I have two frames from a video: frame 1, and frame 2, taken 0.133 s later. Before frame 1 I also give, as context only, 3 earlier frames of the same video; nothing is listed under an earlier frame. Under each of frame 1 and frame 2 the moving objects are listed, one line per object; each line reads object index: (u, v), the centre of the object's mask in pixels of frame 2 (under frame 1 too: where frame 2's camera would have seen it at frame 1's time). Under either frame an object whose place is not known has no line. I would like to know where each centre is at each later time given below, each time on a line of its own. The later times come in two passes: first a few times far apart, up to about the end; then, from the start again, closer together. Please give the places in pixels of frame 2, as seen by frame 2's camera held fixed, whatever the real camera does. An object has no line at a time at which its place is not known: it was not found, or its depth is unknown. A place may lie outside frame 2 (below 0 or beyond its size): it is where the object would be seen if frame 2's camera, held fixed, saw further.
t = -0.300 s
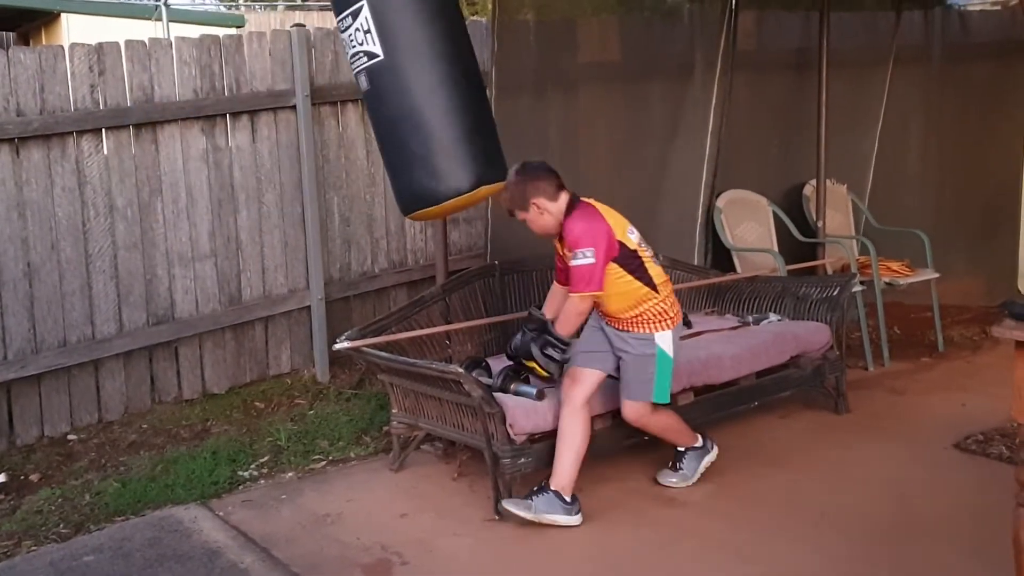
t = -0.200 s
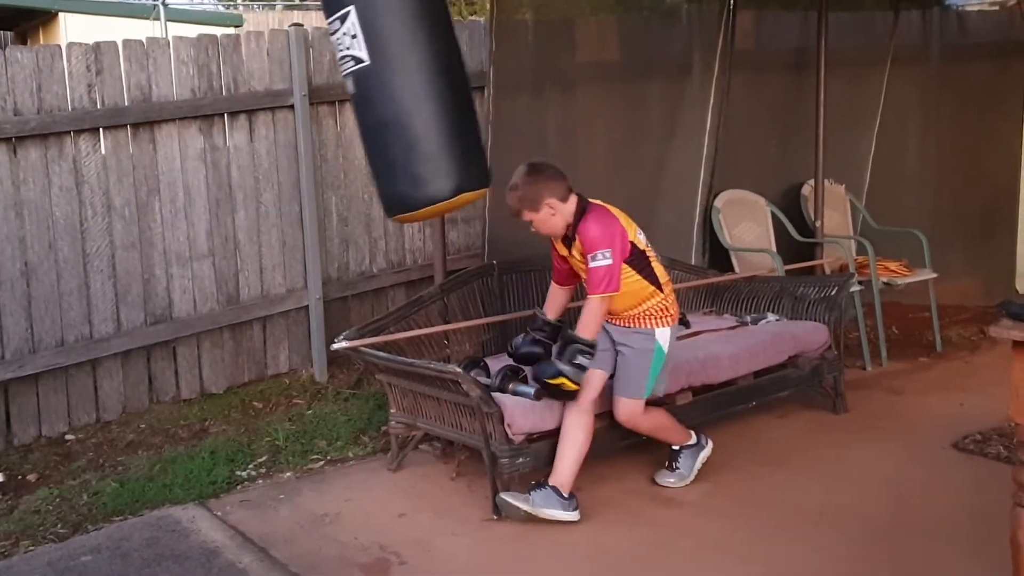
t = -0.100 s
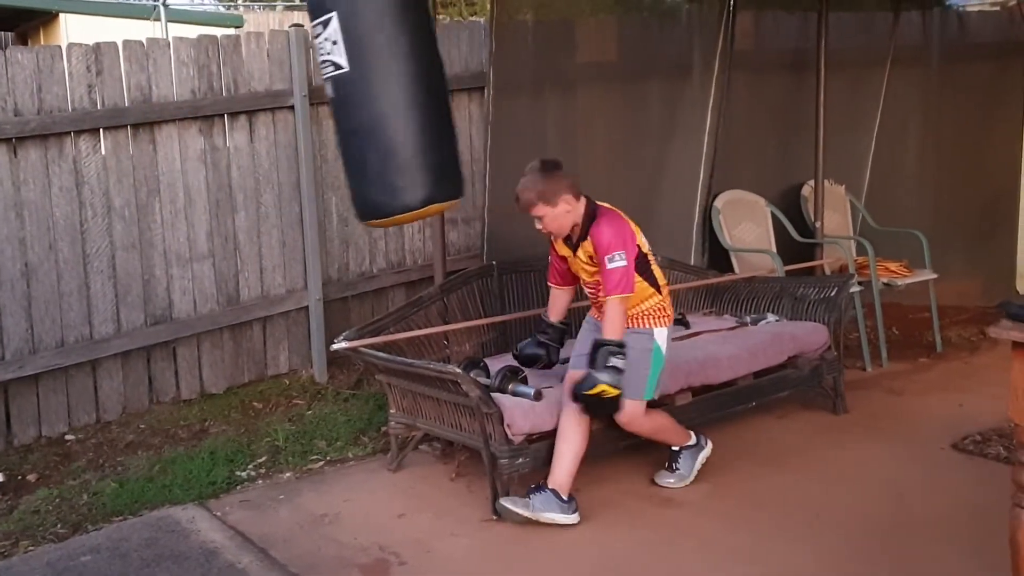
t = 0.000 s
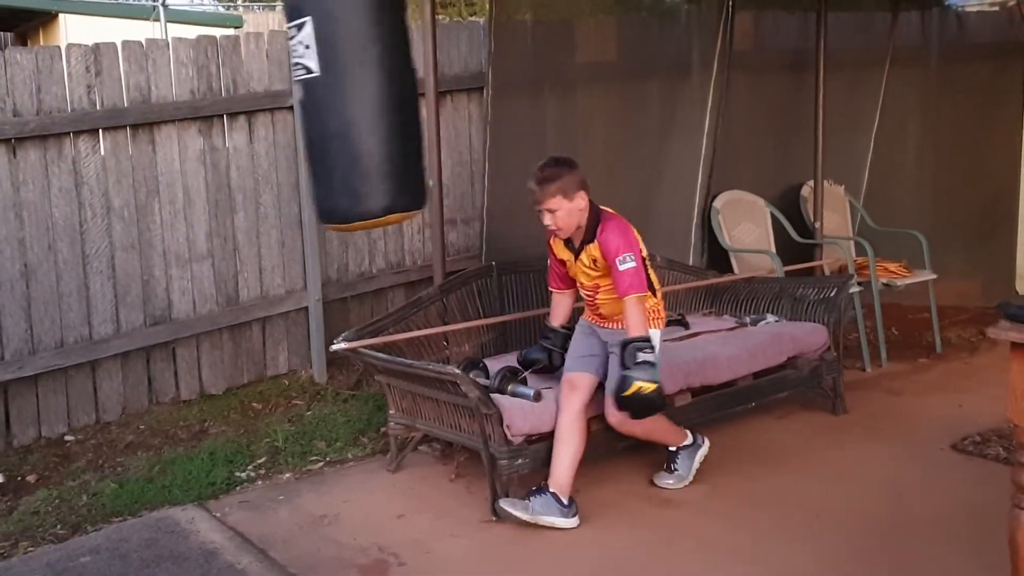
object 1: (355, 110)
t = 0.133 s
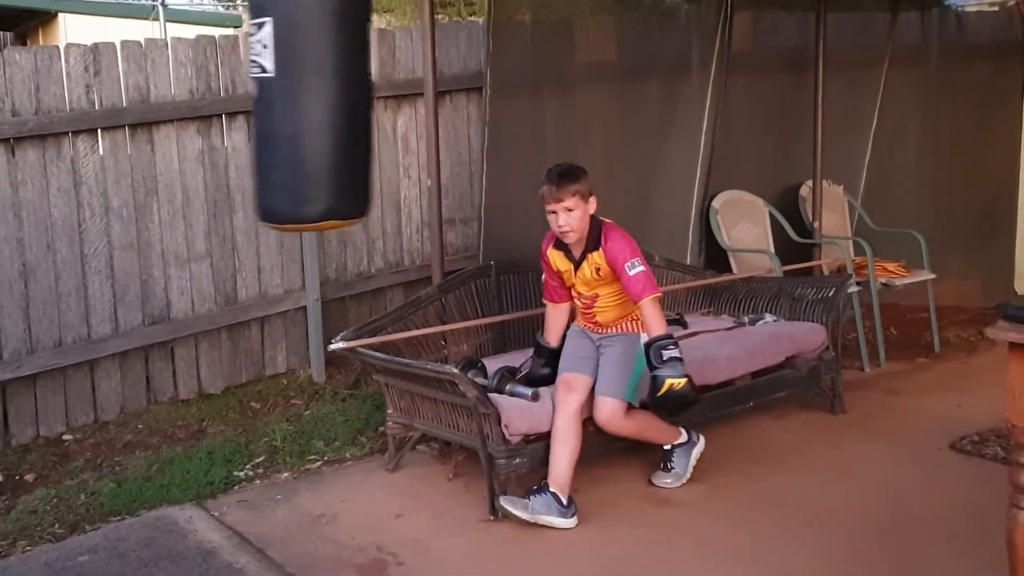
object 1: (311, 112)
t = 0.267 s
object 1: (266, 113)
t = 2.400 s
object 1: (212, 126)
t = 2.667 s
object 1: (203, 126)
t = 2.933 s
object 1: (271, 133)
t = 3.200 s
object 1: (368, 130)
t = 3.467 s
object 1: (421, 122)
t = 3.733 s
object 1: (396, 125)
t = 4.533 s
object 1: (196, 124)
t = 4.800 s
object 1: (250, 131)
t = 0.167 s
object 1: (300, 113)
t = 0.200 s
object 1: (288, 114)
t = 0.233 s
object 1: (276, 115)
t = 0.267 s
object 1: (266, 113)
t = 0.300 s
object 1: (255, 113)
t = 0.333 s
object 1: (246, 113)
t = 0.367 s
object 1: (236, 113)
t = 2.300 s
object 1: (236, 130)
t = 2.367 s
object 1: (219, 128)
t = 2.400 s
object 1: (212, 126)
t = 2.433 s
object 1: (206, 125)
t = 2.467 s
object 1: (202, 125)
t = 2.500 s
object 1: (199, 124)
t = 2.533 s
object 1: (197, 125)
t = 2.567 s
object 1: (196, 125)
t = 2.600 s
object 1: (196, 125)
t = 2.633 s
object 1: (199, 125)
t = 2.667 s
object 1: (203, 126)
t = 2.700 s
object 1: (207, 126)
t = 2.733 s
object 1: (213, 129)
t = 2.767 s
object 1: (220, 130)
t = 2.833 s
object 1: (237, 131)
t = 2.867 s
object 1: (248, 132)
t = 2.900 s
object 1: (259, 132)
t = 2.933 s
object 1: (271, 133)
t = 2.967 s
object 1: (283, 134)
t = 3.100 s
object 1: (334, 132)
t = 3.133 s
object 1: (346, 131)
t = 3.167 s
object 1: (358, 131)
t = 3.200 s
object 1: (368, 130)
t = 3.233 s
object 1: (379, 128)
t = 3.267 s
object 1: (388, 127)
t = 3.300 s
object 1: (397, 126)
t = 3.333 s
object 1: (404, 125)
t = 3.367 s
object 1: (411, 123)
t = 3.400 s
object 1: (415, 123)
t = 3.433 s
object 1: (419, 122)
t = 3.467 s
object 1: (421, 122)
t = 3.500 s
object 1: (423, 122)
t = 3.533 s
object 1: (422, 122)
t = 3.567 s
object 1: (421, 122)
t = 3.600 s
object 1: (418, 122)
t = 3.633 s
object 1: (414, 123)
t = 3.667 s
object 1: (409, 123)
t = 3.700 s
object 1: (403, 124)
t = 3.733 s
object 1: (396, 125)
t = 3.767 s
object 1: (387, 126)
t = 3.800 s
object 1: (379, 128)
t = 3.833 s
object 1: (369, 129)
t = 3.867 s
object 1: (358, 129)
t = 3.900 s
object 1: (347, 130)
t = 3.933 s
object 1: (336, 131)
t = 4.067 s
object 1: (289, 132)
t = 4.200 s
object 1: (245, 129)
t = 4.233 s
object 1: (236, 129)
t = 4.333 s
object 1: (212, 126)
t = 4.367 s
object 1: (206, 124)
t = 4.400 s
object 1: (201, 124)
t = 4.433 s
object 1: (198, 124)
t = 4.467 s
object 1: (196, 124)
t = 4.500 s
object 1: (195, 123)
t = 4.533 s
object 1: (196, 124)
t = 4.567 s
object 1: (198, 124)
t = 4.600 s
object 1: (201, 125)
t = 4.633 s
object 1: (206, 126)
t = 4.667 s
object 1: (213, 126)
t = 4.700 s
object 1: (221, 128)
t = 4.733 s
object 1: (229, 128)
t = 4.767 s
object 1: (239, 129)
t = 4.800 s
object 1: (250, 131)
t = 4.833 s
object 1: (261, 131)
